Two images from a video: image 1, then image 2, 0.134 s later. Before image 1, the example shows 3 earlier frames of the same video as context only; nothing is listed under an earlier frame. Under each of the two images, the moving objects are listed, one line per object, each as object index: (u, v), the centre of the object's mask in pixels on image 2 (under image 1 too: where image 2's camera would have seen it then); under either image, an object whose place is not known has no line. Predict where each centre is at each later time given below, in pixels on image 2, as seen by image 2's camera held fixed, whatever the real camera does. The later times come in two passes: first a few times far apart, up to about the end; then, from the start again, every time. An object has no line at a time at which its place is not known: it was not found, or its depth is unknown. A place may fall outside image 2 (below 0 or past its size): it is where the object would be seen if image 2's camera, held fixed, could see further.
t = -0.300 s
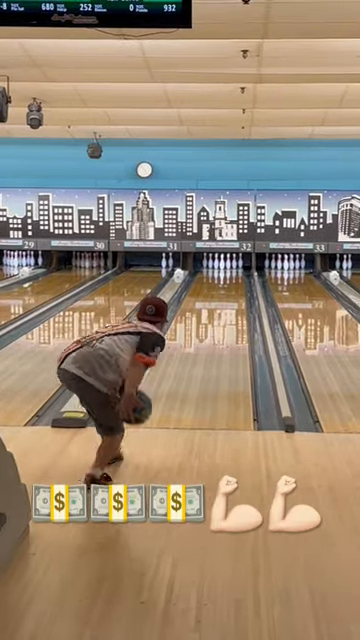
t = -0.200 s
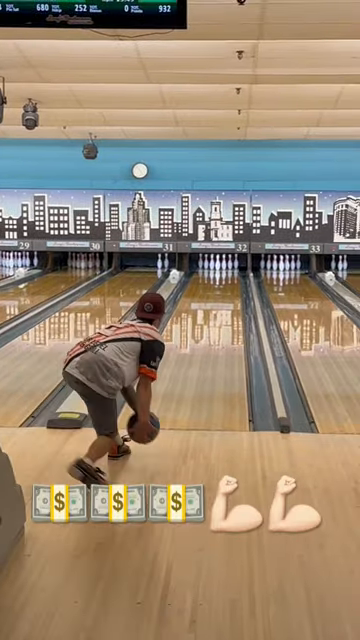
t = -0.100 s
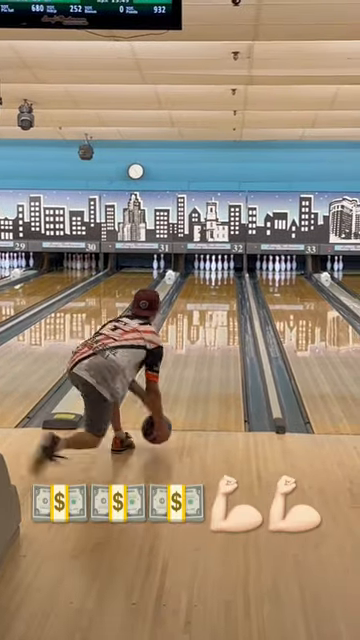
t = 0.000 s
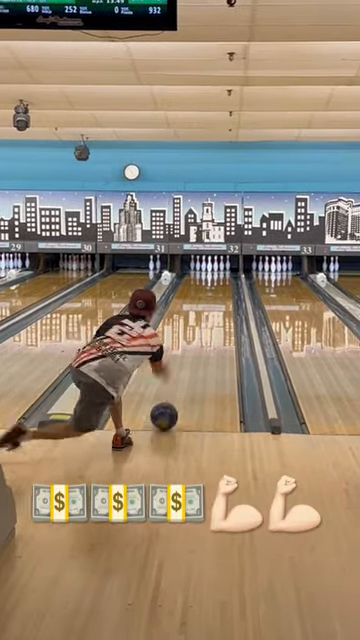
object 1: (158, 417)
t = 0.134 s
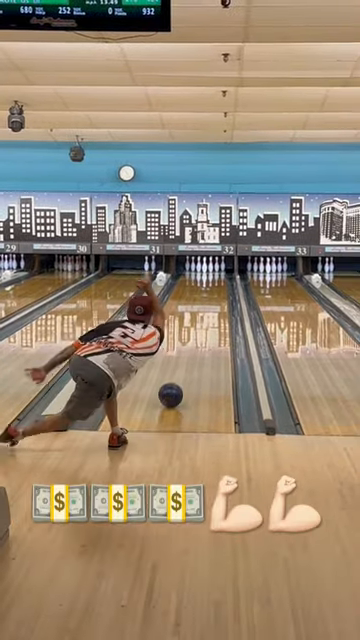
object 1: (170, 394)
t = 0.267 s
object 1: (179, 377)
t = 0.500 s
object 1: (192, 352)
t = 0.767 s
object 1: (202, 332)
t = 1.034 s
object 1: (209, 317)
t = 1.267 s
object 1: (213, 306)
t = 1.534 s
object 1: (217, 296)
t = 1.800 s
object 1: (219, 289)
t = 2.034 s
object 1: (220, 283)
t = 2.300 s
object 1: (217, 277)
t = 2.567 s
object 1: (213, 272)
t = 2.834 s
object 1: (207, 268)
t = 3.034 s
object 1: (207, 267)
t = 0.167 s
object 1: (173, 390)
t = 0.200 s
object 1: (175, 385)
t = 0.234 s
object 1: (177, 381)
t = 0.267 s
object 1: (179, 377)
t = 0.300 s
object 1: (182, 373)
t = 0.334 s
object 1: (183, 369)
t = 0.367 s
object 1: (185, 365)
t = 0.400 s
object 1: (187, 362)
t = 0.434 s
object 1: (189, 358)
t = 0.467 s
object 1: (190, 355)
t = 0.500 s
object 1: (192, 352)
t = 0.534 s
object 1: (193, 349)
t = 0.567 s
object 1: (194, 347)
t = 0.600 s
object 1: (196, 344)
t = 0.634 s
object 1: (197, 341)
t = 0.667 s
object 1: (198, 339)
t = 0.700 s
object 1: (200, 336)
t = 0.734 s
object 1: (200, 334)
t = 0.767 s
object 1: (202, 332)
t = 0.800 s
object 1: (203, 330)
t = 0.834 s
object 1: (204, 328)
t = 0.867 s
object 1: (205, 326)
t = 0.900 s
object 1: (206, 324)
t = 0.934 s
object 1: (206, 322)
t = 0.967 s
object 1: (207, 320)
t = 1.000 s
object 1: (208, 318)
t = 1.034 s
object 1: (209, 317)
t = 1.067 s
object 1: (209, 315)
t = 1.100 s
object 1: (210, 313)
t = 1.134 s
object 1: (211, 312)
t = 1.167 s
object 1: (212, 311)
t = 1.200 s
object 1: (212, 309)
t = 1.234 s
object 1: (213, 308)
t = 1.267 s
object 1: (213, 306)
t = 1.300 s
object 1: (214, 305)
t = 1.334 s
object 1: (214, 304)
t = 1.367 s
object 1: (215, 303)
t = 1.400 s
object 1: (215, 301)
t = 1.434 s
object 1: (216, 301)
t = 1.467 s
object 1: (216, 299)
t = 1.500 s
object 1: (217, 298)
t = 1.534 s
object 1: (217, 296)
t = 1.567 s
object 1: (217, 295)
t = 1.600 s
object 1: (217, 294)
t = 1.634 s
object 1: (218, 293)
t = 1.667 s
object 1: (218, 292)
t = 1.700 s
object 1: (218, 292)
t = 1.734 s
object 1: (218, 291)
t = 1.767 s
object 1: (218, 290)
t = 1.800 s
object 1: (219, 289)
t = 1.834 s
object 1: (219, 288)
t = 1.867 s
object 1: (219, 287)
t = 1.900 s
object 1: (219, 286)
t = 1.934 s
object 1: (219, 285)
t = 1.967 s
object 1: (219, 284)
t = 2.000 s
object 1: (219, 283)
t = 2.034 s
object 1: (220, 283)
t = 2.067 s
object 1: (219, 281)
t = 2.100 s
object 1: (218, 281)
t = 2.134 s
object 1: (218, 281)
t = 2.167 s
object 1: (219, 280)
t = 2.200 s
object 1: (218, 279)
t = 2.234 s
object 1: (218, 279)
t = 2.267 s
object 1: (217, 278)
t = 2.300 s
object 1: (217, 277)
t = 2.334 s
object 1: (217, 276)
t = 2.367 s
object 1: (216, 276)
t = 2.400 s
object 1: (216, 275)
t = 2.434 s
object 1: (215, 275)
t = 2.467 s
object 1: (215, 274)
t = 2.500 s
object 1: (214, 273)
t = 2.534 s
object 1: (214, 273)
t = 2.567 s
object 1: (213, 272)
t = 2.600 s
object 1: (211, 272)
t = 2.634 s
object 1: (210, 271)
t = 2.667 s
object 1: (210, 272)
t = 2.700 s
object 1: (209, 270)
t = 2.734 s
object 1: (209, 270)
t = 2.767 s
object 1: (208, 269)
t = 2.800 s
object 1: (208, 269)
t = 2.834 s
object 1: (207, 268)
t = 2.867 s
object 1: (207, 268)
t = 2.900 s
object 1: (207, 268)
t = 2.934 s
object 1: (206, 267)
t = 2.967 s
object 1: (206, 268)
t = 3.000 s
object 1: (207, 268)
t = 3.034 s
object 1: (207, 267)
